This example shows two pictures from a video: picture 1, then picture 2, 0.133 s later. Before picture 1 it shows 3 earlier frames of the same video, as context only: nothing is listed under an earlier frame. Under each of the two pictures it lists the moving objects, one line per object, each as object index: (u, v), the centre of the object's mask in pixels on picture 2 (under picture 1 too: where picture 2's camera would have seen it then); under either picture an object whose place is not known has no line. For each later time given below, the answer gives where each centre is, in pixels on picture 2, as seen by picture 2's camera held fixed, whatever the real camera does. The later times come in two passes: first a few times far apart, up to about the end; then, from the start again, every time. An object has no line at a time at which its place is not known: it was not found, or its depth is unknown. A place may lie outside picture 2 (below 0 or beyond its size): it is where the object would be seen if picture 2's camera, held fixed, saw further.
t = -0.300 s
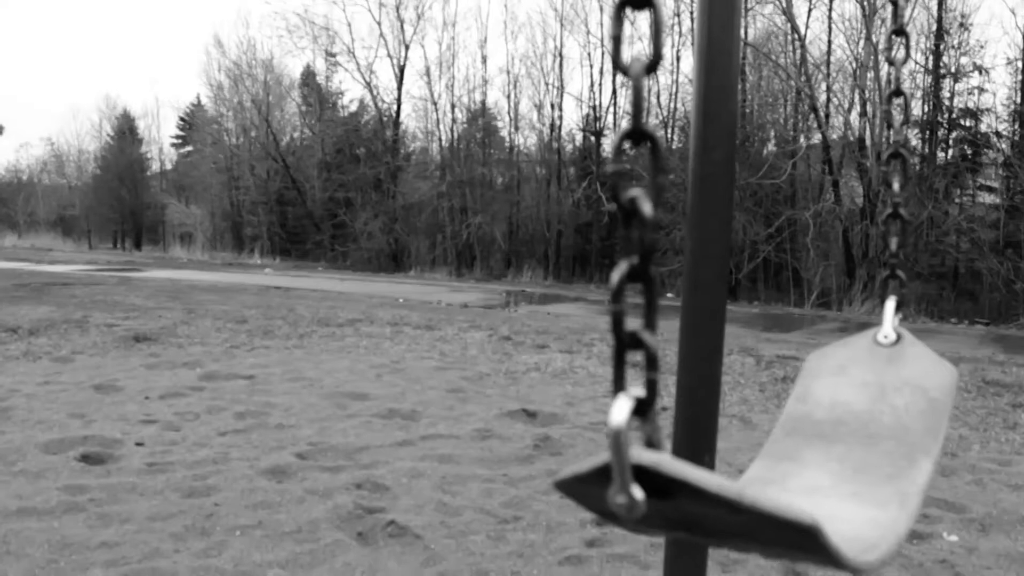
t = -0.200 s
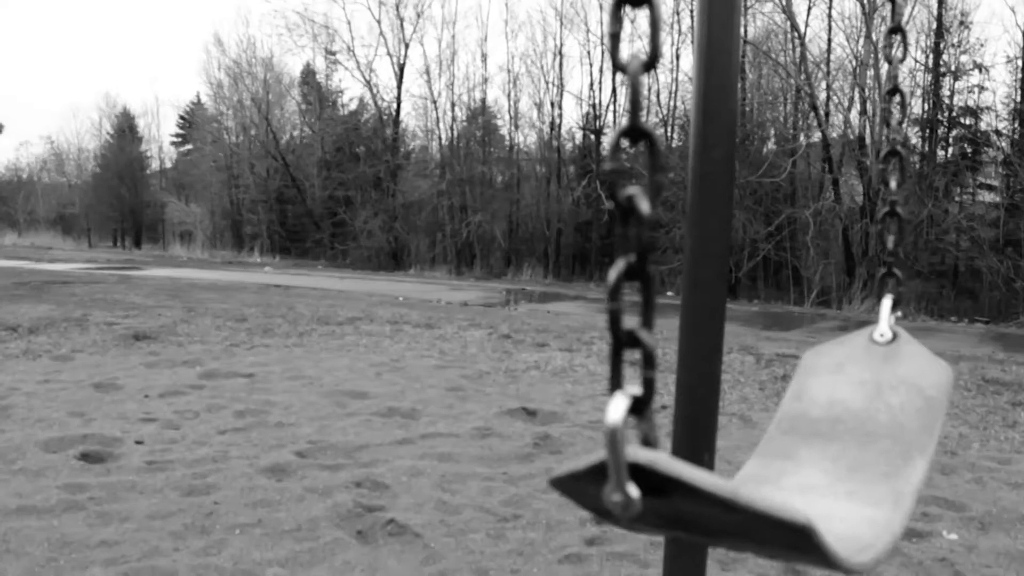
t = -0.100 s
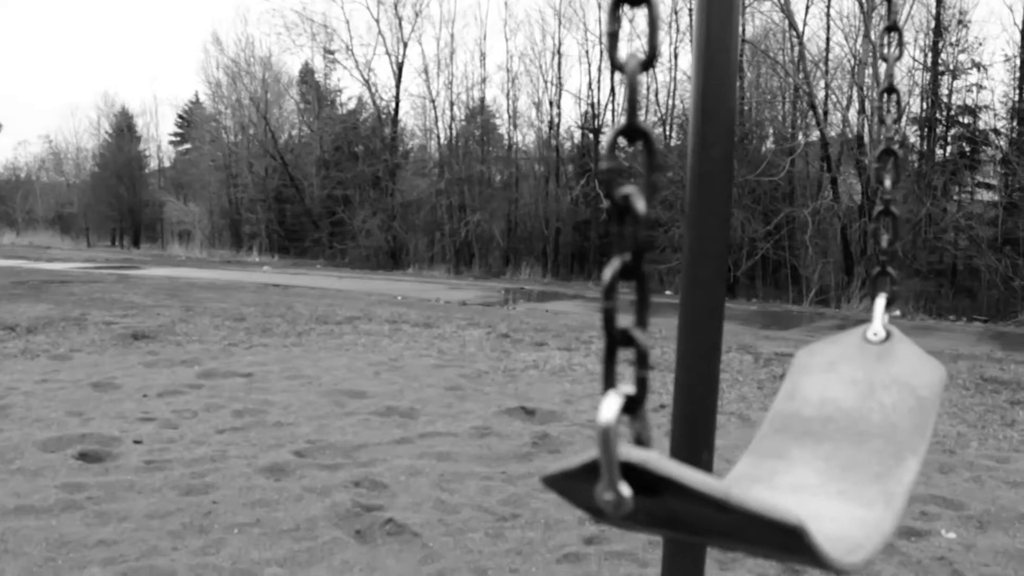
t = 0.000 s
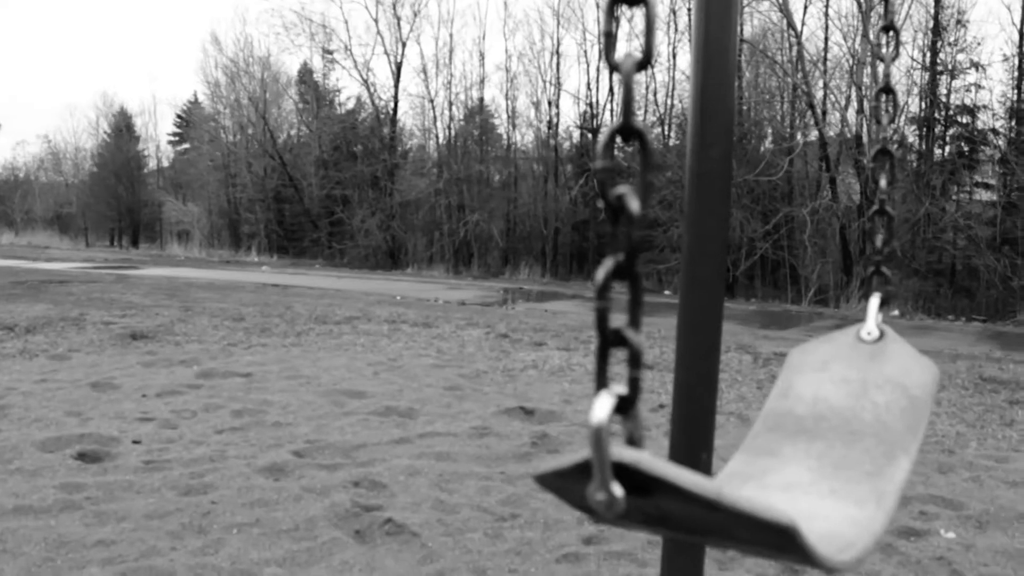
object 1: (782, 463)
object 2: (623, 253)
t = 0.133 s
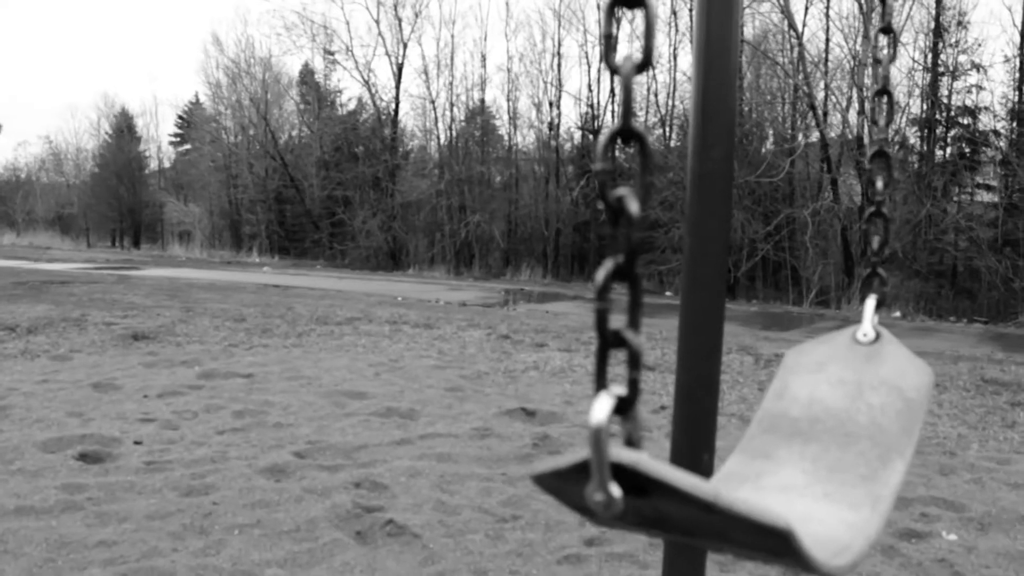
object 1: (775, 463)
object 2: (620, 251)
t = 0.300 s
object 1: (778, 461)
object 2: (610, 248)
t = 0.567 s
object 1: (773, 459)
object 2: (601, 248)
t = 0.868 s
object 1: (788, 459)
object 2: (602, 250)
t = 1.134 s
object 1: (783, 464)
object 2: (610, 252)
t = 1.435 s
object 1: (817, 466)
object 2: (633, 272)
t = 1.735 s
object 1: (804, 471)
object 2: (640, 277)
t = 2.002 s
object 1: (804, 469)
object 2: (633, 277)
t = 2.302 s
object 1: (791, 464)
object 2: (618, 272)
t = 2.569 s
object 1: (770, 462)
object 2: (602, 253)
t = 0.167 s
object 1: (782, 463)
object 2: (619, 251)
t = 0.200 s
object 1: (781, 463)
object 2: (617, 251)
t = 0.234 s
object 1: (771, 462)
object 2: (615, 250)
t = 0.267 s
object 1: (769, 461)
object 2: (612, 248)
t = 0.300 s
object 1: (778, 461)
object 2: (610, 248)
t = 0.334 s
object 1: (769, 460)
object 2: (608, 248)
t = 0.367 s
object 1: (778, 460)
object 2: (606, 248)
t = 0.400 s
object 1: (777, 460)
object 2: (604, 249)
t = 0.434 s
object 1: (767, 461)
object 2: (603, 248)
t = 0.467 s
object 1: (776, 460)
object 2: (602, 247)
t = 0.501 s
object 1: (774, 460)
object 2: (601, 247)
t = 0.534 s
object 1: (773, 459)
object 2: (601, 247)
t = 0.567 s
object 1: (773, 459)
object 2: (601, 248)
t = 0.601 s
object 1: (773, 459)
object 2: (601, 248)
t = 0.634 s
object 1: (774, 459)
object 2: (601, 248)
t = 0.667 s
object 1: (764, 459)
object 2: (601, 248)
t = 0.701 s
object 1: (774, 459)
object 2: (601, 248)
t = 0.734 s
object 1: (765, 460)
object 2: (601, 248)
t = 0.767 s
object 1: (765, 459)
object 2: (600, 248)
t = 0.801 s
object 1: (775, 460)
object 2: (600, 249)
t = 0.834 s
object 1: (767, 460)
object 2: (601, 249)
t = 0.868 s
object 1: (788, 459)
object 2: (602, 250)
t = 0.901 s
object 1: (779, 460)
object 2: (603, 249)
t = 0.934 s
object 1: (781, 462)
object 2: (606, 249)
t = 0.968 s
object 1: (783, 462)
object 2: (607, 250)
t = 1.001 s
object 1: (786, 463)
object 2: (608, 251)
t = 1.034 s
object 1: (778, 464)
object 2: (609, 250)
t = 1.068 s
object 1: (780, 464)
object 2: (610, 250)
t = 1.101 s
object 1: (781, 464)
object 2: (610, 251)
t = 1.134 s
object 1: (783, 464)
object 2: (610, 252)
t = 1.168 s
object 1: (786, 464)
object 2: (612, 252)
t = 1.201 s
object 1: (787, 465)
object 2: (614, 253)
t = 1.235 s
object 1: (789, 466)
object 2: (618, 255)
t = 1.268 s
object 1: (790, 467)
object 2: (621, 255)
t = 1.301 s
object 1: (801, 467)
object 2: (624, 257)
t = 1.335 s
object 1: (802, 467)
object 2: (626, 272)
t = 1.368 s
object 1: (795, 468)
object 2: (630, 274)
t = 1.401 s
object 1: (804, 468)
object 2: (632, 274)
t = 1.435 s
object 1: (817, 466)
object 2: (633, 272)
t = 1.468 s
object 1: (807, 467)
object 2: (635, 273)
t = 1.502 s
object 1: (807, 468)
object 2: (635, 274)
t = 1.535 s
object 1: (800, 469)
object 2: (636, 274)
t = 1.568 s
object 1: (800, 469)
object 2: (638, 275)
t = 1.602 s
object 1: (801, 470)
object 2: (639, 275)
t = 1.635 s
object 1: (812, 470)
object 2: (639, 276)
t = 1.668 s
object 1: (811, 470)
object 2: (640, 276)
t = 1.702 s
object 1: (811, 470)
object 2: (640, 276)
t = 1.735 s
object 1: (804, 471)
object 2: (640, 277)
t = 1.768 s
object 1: (804, 471)
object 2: (640, 277)
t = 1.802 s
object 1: (802, 470)
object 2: (639, 277)
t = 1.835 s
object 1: (804, 471)
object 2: (639, 277)
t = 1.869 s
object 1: (801, 470)
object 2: (637, 276)
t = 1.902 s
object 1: (809, 470)
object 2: (636, 276)
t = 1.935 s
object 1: (809, 469)
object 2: (634, 276)
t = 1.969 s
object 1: (806, 469)
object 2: (633, 277)
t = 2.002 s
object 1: (804, 469)
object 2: (633, 277)
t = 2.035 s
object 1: (803, 469)
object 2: (631, 276)
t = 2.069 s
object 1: (813, 467)
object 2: (631, 276)
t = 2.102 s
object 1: (799, 468)
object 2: (631, 275)
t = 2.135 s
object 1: (810, 466)
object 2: (630, 274)
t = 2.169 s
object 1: (796, 467)
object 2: (628, 274)
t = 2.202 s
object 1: (807, 465)
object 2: (626, 275)
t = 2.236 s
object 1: (794, 465)
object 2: (623, 276)
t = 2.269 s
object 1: (784, 465)
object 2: (620, 275)
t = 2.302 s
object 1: (791, 464)
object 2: (618, 272)
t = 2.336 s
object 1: (790, 463)
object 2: (616, 271)
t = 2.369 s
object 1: (788, 464)
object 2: (614, 272)
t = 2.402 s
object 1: (787, 463)
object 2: (612, 271)
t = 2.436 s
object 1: (796, 462)
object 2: (611, 271)
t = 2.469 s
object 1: (783, 464)
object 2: (609, 255)
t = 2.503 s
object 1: (772, 463)
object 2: (607, 255)
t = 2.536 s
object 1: (780, 462)
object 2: (604, 254)
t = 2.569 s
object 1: (770, 462)
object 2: (602, 253)
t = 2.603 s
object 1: (770, 461)
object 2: (600, 253)
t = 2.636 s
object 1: (767, 460)
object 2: (598, 252)
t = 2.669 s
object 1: (775, 460)
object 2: (598, 252)
